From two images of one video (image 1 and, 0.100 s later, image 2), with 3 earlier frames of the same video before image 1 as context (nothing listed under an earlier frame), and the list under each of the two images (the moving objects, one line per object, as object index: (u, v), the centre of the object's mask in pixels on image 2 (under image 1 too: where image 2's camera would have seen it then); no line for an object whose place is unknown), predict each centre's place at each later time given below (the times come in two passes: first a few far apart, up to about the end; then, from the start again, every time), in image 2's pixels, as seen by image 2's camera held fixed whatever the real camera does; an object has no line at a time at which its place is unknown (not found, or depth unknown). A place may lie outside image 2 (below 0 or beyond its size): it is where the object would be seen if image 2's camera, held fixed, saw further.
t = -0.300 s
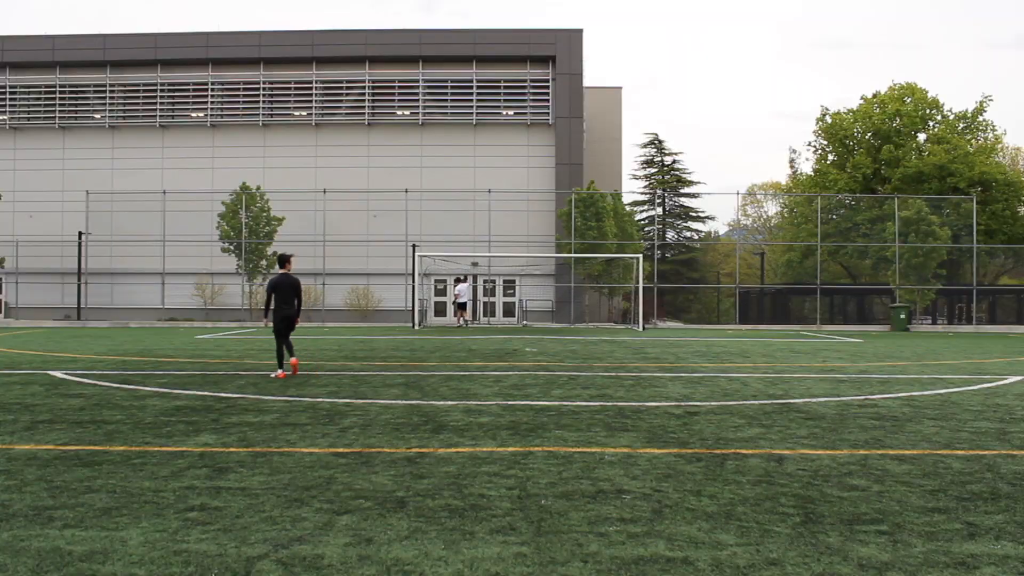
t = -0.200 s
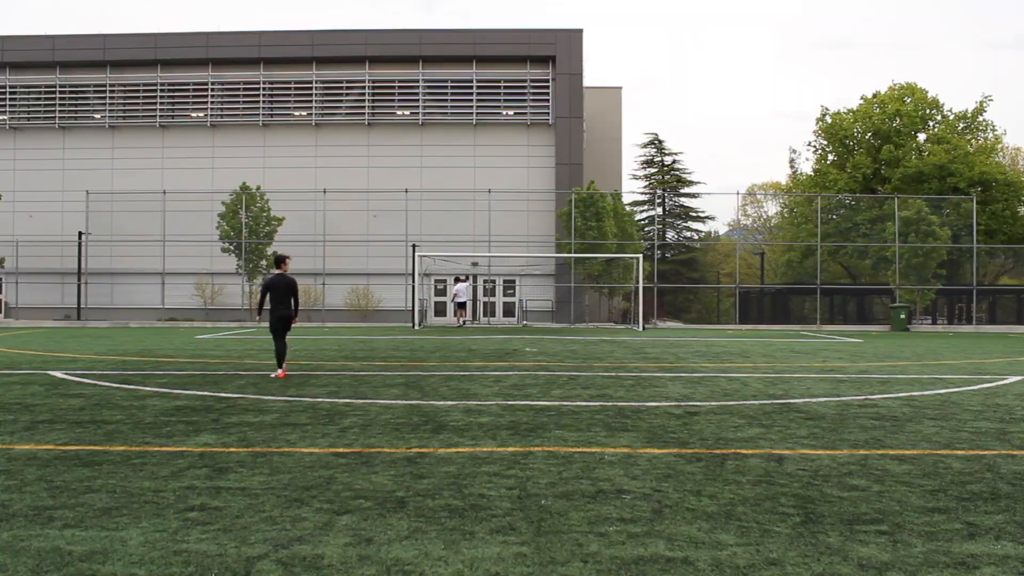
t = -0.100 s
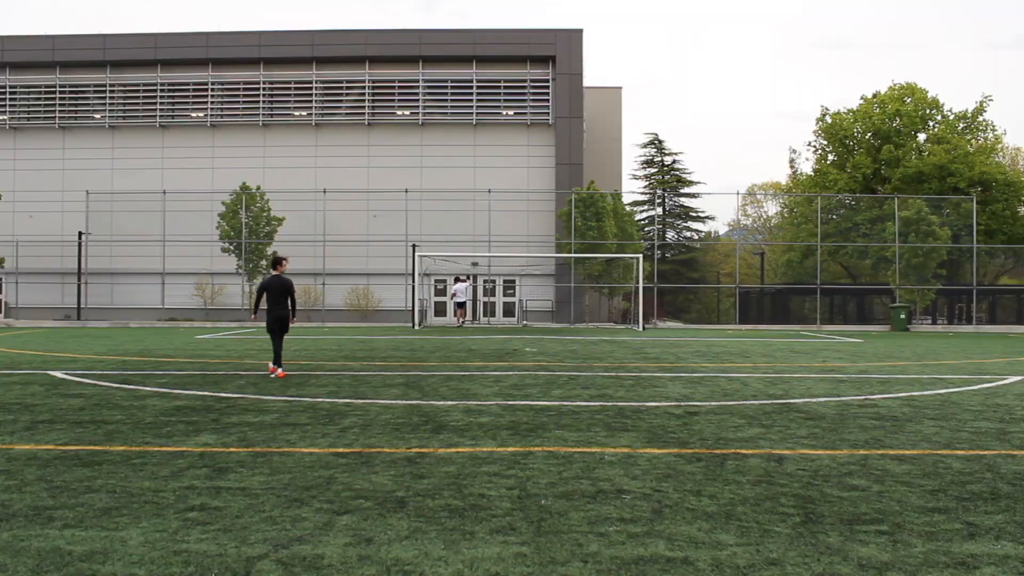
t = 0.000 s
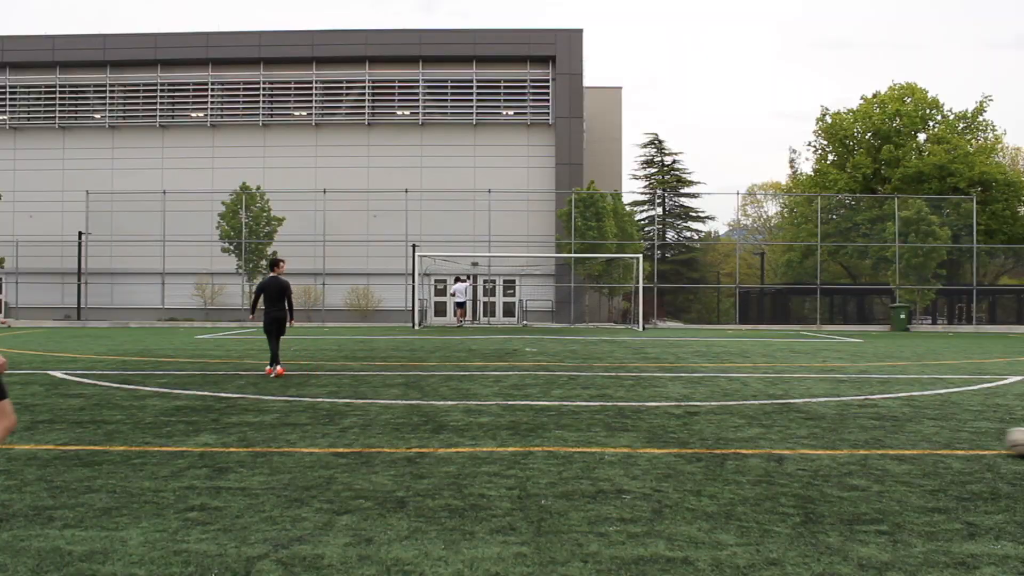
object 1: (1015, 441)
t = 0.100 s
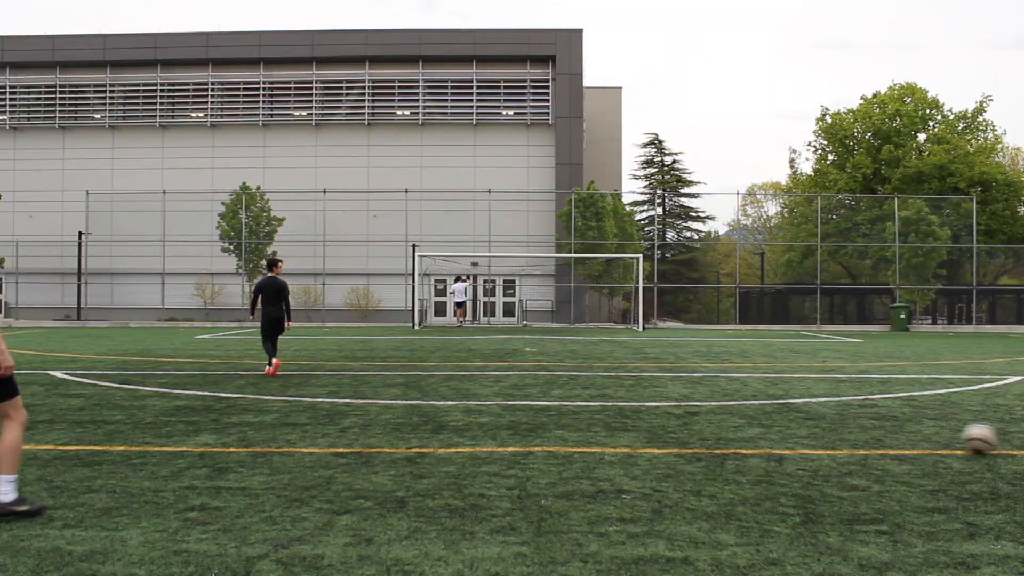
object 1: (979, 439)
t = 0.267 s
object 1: (913, 434)
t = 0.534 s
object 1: (820, 425)
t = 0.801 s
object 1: (743, 418)
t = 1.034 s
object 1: (685, 414)
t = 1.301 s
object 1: (626, 408)
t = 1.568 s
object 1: (575, 403)
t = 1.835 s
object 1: (533, 398)
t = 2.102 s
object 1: (498, 395)
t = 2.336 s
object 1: (470, 393)
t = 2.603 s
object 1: (442, 390)
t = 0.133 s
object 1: (966, 438)
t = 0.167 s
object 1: (952, 437)
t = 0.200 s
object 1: (939, 435)
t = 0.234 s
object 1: (927, 434)
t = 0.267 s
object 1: (913, 434)
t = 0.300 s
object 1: (900, 432)
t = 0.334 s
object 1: (888, 431)
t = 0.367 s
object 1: (876, 430)
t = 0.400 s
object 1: (865, 429)
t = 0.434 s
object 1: (853, 428)
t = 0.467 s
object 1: (842, 427)
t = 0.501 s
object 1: (831, 426)
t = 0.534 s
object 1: (820, 425)
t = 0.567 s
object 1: (810, 425)
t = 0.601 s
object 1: (800, 423)
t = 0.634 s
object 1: (790, 423)
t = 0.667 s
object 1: (781, 421)
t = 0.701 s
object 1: (771, 421)
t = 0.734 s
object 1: (762, 420)
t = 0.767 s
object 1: (753, 419)
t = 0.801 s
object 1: (743, 418)
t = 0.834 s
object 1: (735, 417)
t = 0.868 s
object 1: (726, 416)
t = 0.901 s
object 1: (717, 416)
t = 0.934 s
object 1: (709, 415)
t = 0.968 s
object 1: (701, 415)
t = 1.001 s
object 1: (692, 413)
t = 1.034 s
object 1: (685, 414)
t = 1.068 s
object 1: (677, 412)
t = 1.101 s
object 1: (670, 411)
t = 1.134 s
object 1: (661, 411)
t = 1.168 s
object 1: (654, 411)
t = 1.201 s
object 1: (647, 409)
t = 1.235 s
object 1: (639, 409)
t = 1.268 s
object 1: (633, 408)
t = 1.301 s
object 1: (626, 408)
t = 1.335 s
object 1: (619, 407)
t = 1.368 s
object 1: (613, 406)
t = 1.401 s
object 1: (606, 405)
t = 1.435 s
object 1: (599, 405)
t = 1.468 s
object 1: (593, 405)
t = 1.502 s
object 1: (587, 404)
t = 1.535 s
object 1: (581, 403)
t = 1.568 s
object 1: (575, 403)
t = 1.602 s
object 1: (569, 403)
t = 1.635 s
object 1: (563, 401)
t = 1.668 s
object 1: (559, 402)
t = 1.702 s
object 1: (553, 400)
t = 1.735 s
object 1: (548, 400)
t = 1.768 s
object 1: (543, 400)
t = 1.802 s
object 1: (538, 399)
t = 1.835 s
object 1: (533, 398)
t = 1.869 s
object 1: (529, 398)
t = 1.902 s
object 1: (524, 397)
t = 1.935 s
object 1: (520, 397)
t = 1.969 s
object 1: (515, 396)
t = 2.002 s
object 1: (510, 397)
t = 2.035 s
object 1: (506, 396)
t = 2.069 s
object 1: (502, 395)
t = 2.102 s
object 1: (498, 395)
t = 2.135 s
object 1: (494, 395)
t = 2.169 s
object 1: (490, 395)
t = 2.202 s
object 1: (486, 394)
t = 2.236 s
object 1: (482, 394)
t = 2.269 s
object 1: (478, 394)
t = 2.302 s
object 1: (474, 393)
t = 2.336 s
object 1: (470, 393)
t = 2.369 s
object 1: (466, 392)
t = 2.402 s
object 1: (463, 392)
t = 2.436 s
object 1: (459, 392)
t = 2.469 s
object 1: (455, 391)
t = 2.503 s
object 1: (452, 391)
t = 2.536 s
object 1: (449, 391)
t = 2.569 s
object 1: (445, 391)
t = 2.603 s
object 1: (442, 390)
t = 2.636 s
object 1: (438, 390)
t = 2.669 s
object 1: (435, 390)
